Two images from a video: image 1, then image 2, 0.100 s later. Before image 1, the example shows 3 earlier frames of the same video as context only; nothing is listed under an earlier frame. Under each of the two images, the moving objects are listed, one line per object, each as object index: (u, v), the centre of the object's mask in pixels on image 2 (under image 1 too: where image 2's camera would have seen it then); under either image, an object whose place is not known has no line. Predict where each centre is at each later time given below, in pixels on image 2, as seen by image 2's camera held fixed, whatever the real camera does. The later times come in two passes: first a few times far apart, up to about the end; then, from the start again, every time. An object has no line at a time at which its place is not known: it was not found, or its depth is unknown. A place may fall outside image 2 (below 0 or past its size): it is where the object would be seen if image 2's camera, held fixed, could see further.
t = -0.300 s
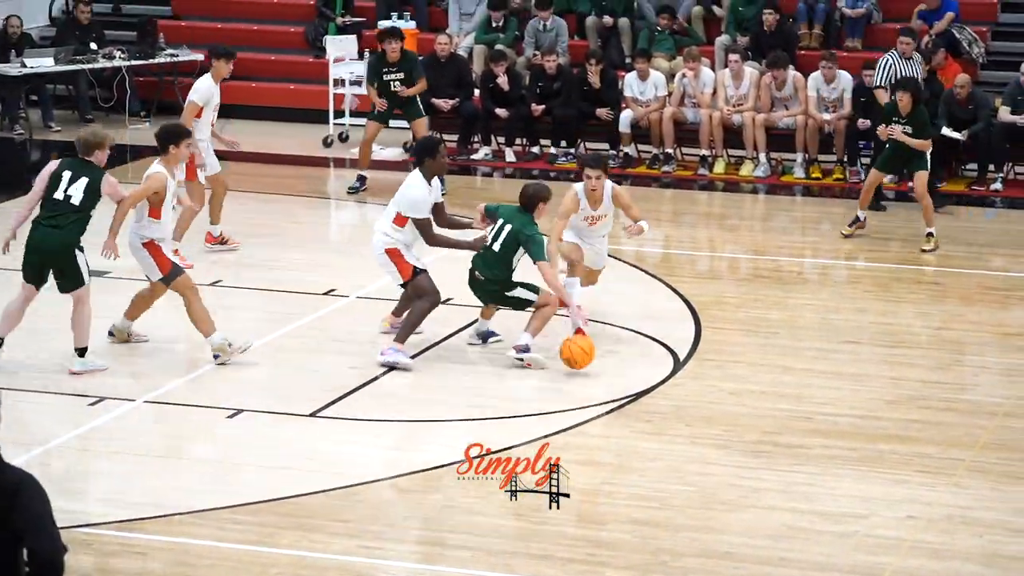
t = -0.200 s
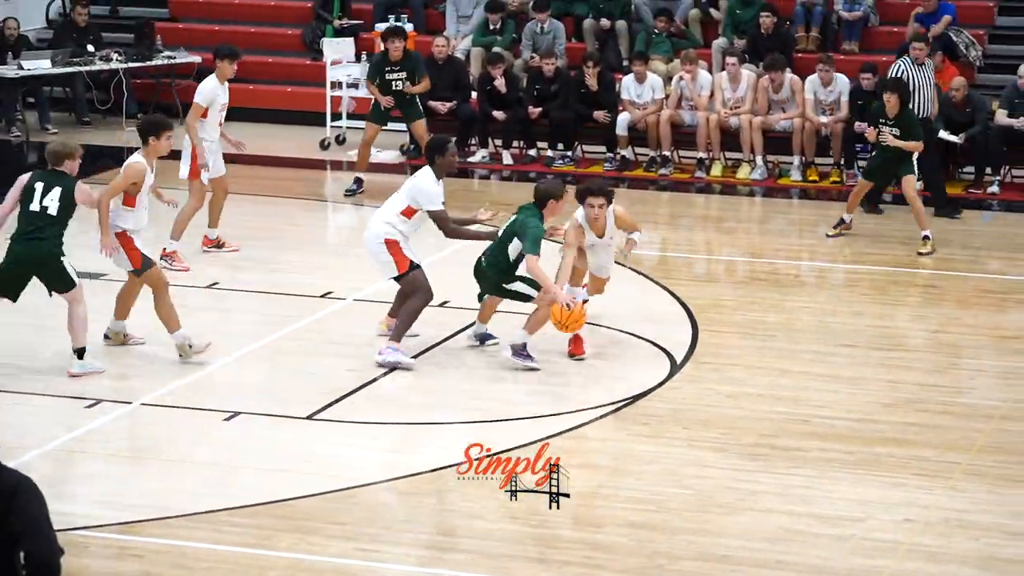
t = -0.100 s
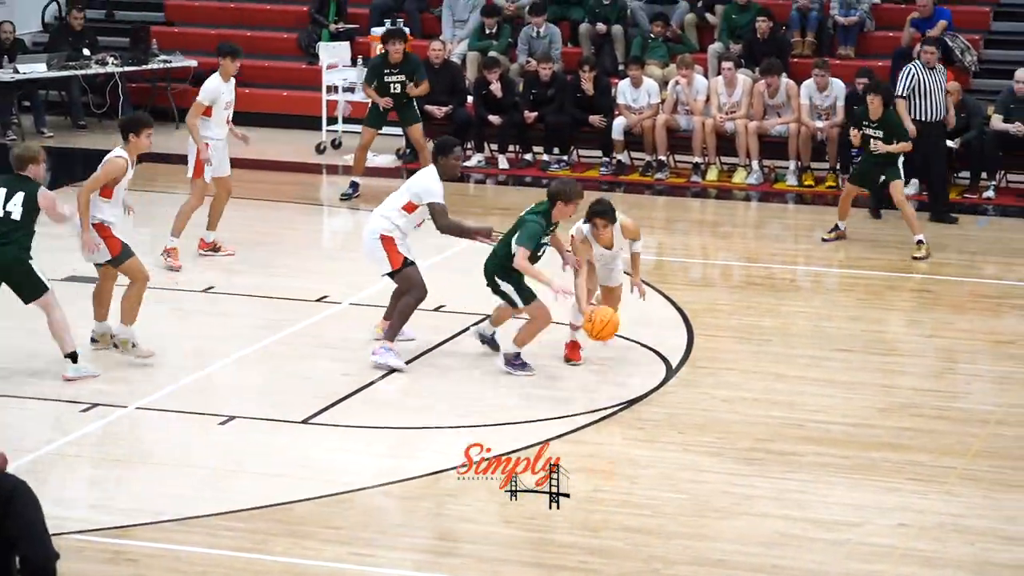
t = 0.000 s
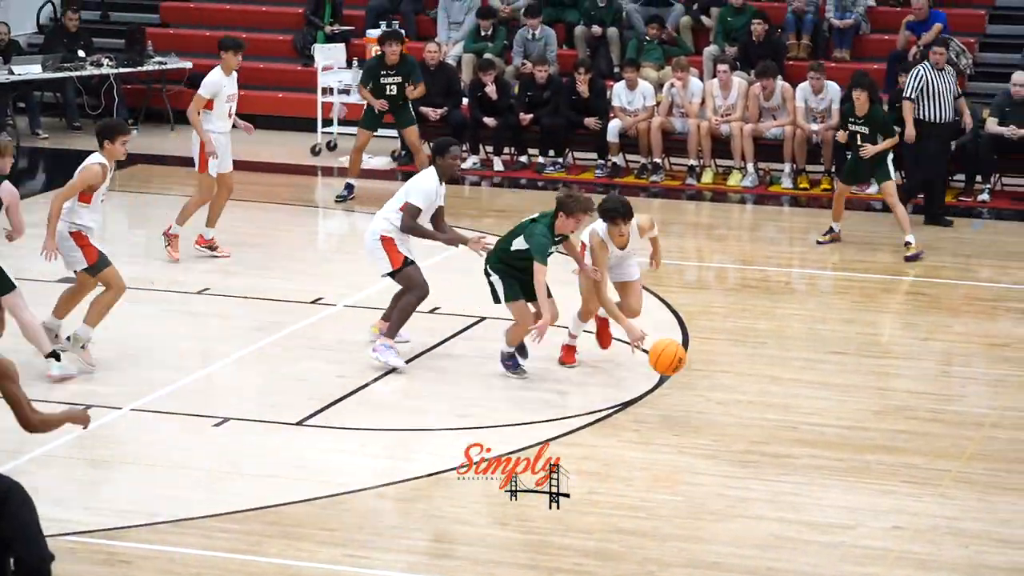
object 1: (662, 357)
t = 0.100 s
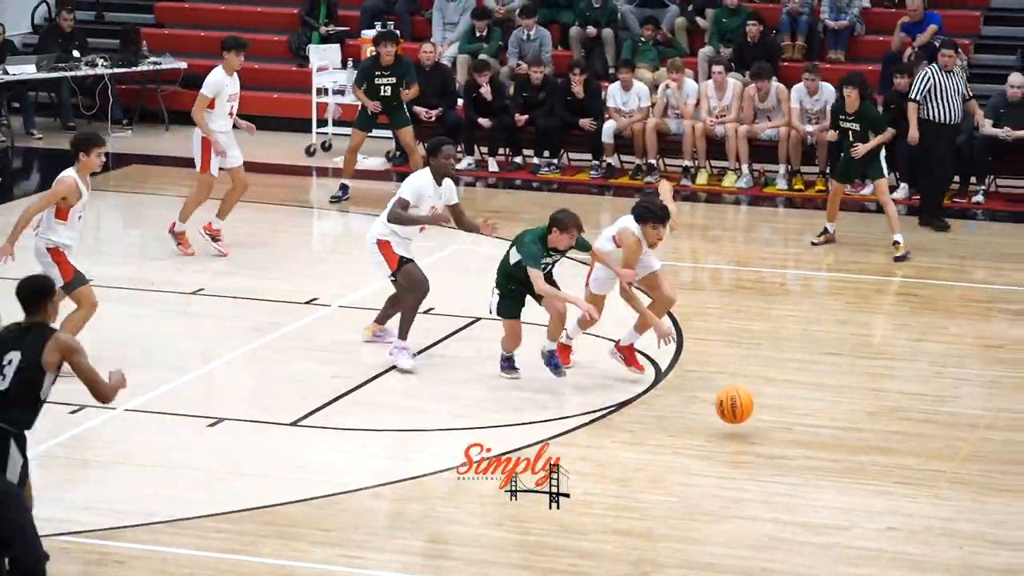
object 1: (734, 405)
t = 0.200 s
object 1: (786, 408)
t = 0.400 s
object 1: (870, 396)
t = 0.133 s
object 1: (758, 424)
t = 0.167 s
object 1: (772, 416)
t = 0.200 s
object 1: (786, 408)
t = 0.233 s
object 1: (799, 401)
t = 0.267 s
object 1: (813, 397)
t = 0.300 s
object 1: (827, 394)
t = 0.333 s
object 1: (841, 393)
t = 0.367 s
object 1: (855, 393)
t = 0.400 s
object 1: (870, 396)
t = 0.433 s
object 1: (884, 399)
